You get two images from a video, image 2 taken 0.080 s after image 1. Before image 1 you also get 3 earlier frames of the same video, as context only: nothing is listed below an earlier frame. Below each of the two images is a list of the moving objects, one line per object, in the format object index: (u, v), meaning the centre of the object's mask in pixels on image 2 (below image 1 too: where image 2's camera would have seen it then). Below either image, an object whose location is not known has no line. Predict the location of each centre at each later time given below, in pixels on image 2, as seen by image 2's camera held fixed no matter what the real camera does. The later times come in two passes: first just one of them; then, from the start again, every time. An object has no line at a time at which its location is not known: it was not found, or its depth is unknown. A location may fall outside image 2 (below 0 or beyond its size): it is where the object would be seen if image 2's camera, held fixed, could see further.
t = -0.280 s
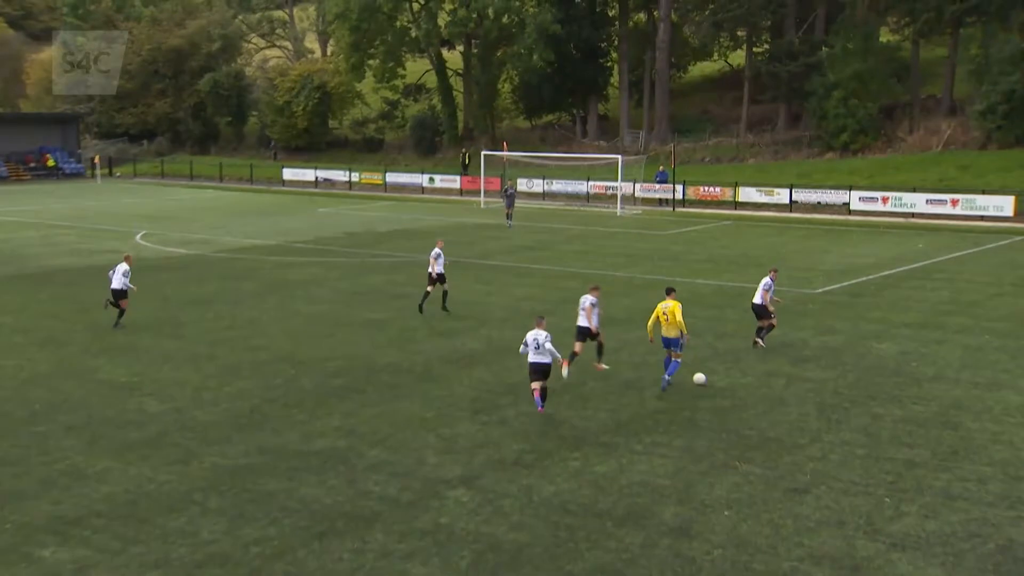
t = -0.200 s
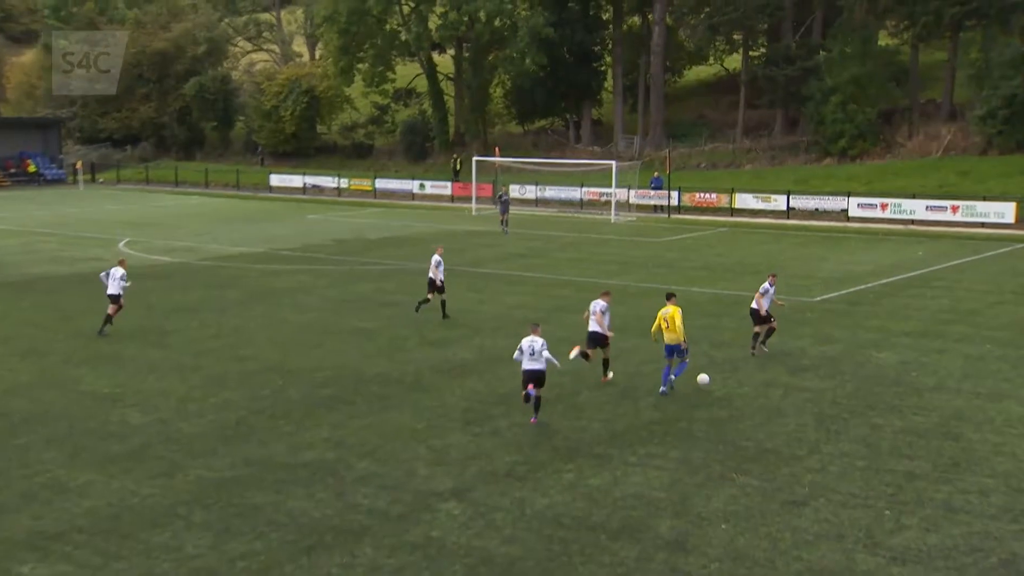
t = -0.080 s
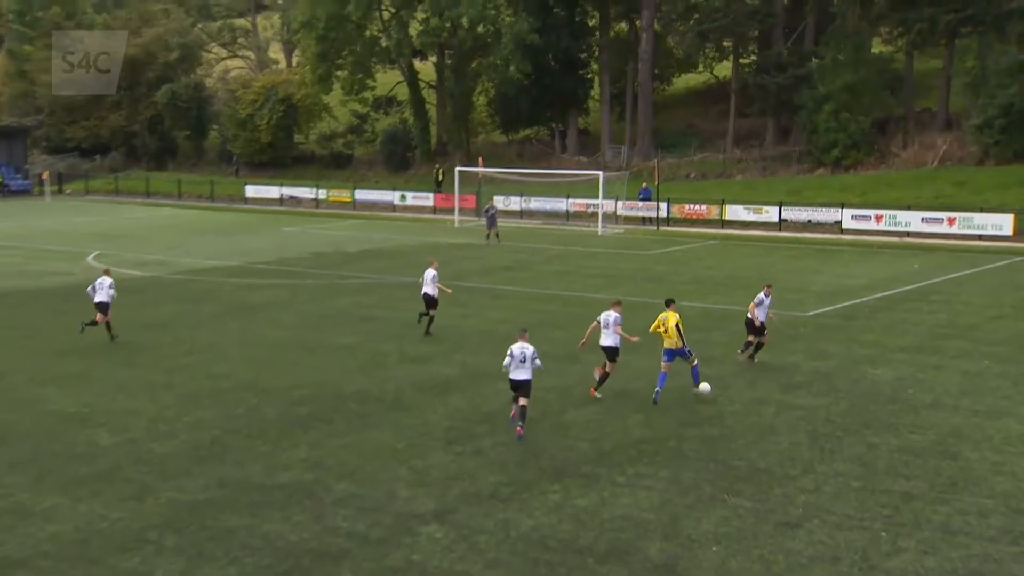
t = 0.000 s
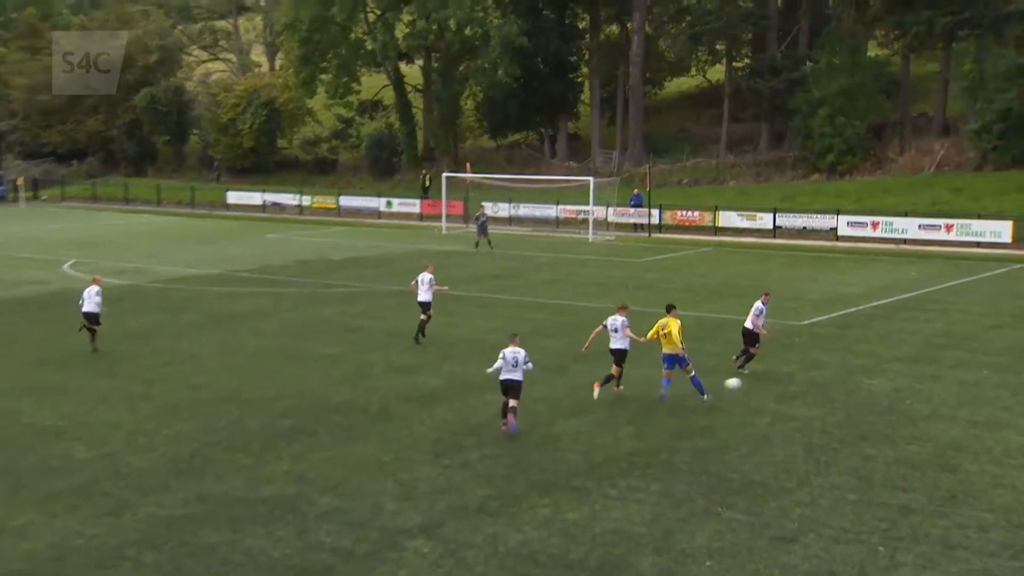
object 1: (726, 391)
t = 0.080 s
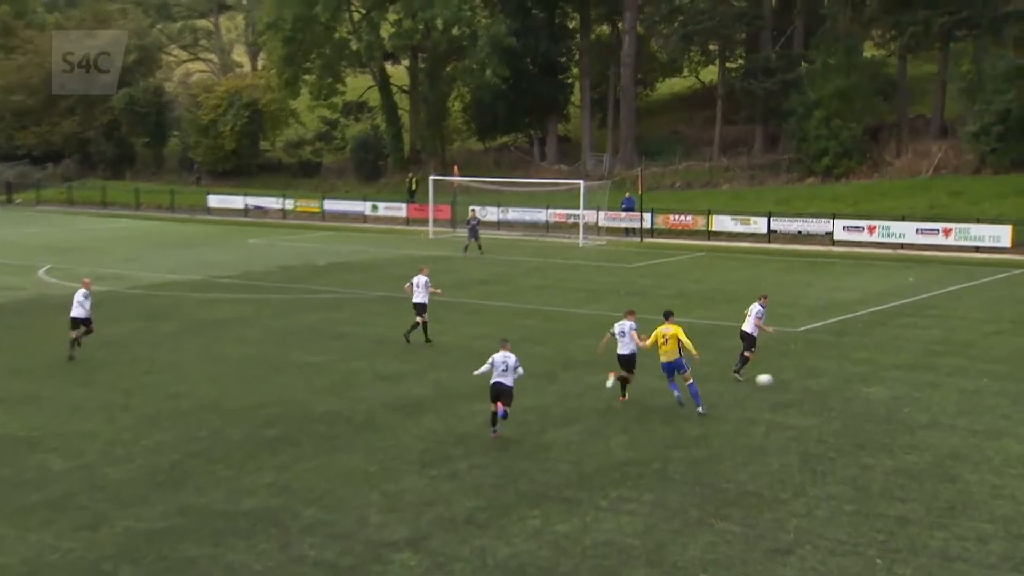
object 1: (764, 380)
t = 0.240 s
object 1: (834, 370)
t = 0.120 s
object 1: (782, 376)
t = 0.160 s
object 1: (799, 373)
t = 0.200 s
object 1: (817, 371)
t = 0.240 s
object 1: (834, 370)
